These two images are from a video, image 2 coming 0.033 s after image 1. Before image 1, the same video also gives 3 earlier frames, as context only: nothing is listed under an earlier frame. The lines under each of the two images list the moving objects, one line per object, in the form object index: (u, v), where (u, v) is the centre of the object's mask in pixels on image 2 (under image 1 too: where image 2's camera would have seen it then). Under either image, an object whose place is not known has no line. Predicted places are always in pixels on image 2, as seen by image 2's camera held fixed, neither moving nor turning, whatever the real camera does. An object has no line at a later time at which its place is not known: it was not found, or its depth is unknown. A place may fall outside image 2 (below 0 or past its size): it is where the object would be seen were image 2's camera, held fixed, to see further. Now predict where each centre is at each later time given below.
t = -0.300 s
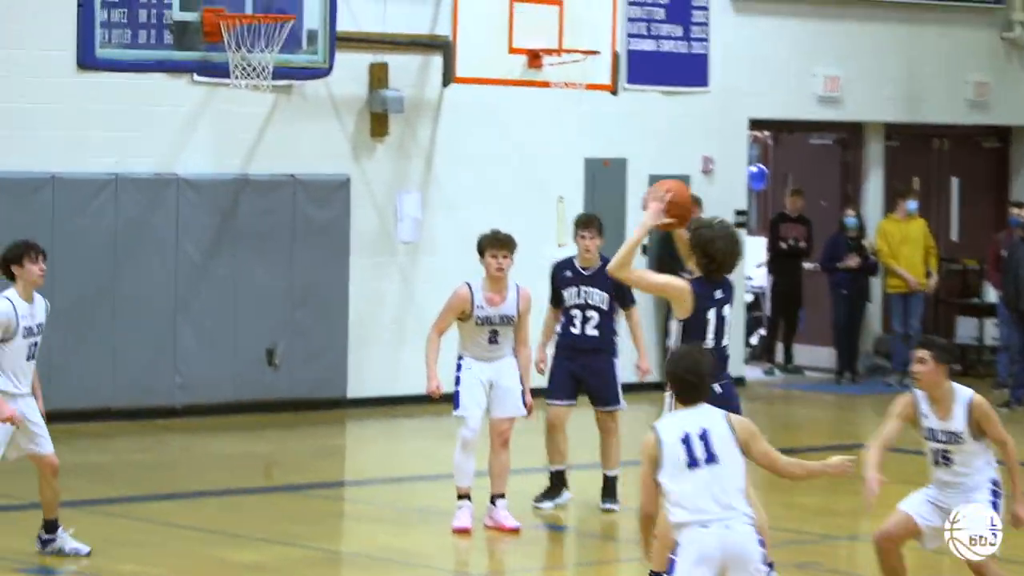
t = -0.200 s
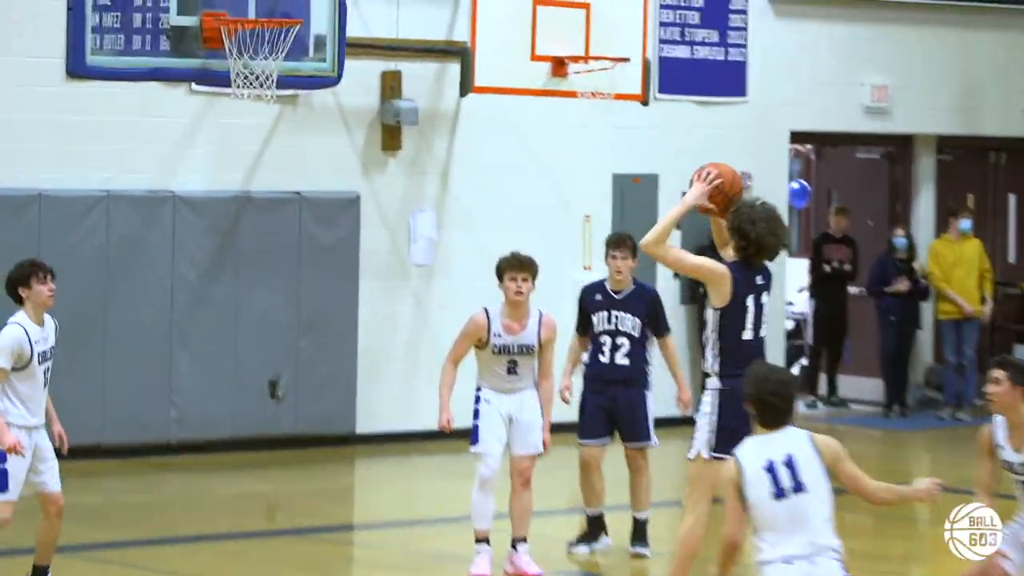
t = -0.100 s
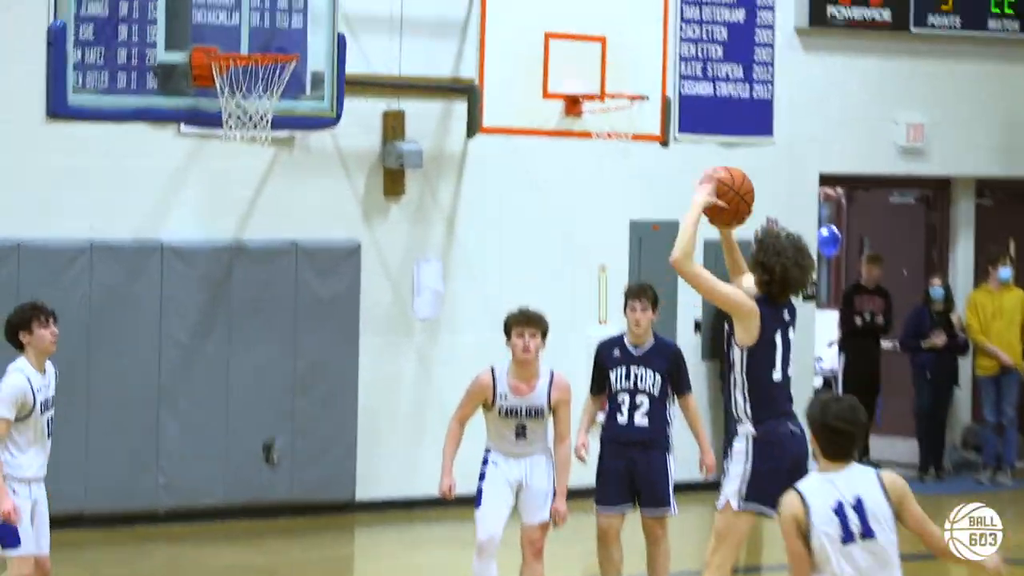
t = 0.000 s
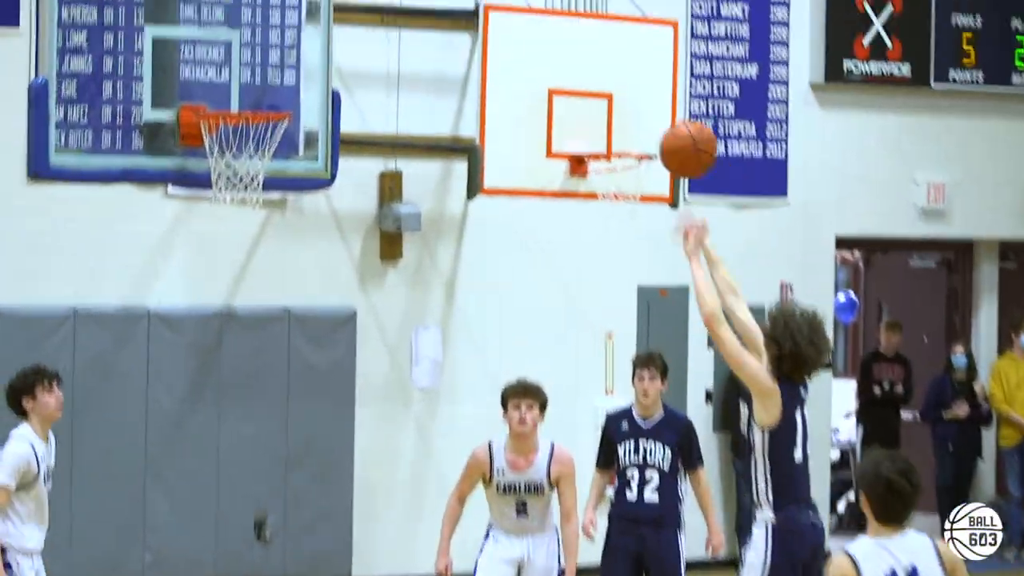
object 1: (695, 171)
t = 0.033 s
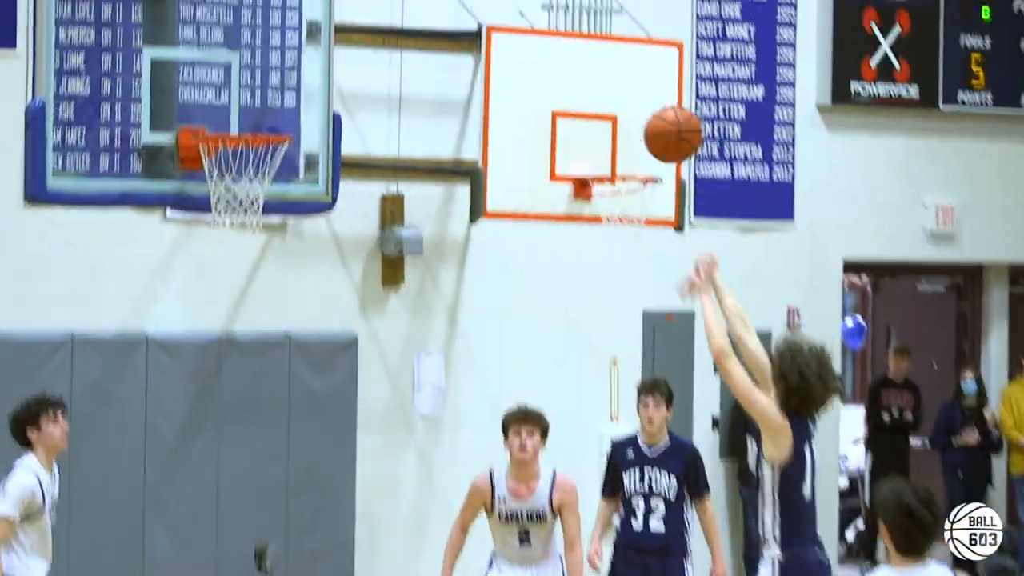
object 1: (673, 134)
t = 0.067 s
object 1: (652, 100)
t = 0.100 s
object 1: (632, 69)
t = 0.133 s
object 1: (613, 41)
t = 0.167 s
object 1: (594, 16)
